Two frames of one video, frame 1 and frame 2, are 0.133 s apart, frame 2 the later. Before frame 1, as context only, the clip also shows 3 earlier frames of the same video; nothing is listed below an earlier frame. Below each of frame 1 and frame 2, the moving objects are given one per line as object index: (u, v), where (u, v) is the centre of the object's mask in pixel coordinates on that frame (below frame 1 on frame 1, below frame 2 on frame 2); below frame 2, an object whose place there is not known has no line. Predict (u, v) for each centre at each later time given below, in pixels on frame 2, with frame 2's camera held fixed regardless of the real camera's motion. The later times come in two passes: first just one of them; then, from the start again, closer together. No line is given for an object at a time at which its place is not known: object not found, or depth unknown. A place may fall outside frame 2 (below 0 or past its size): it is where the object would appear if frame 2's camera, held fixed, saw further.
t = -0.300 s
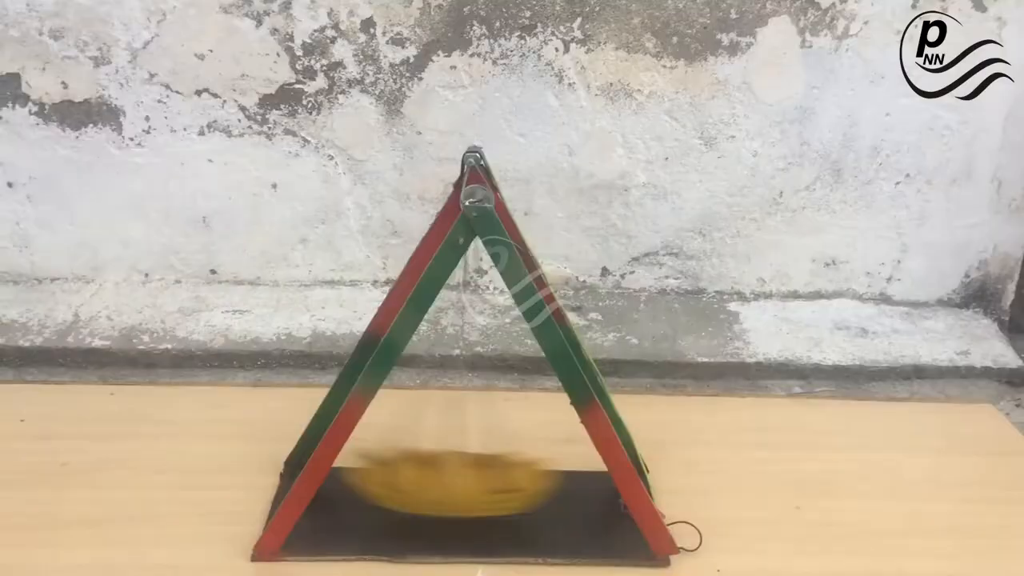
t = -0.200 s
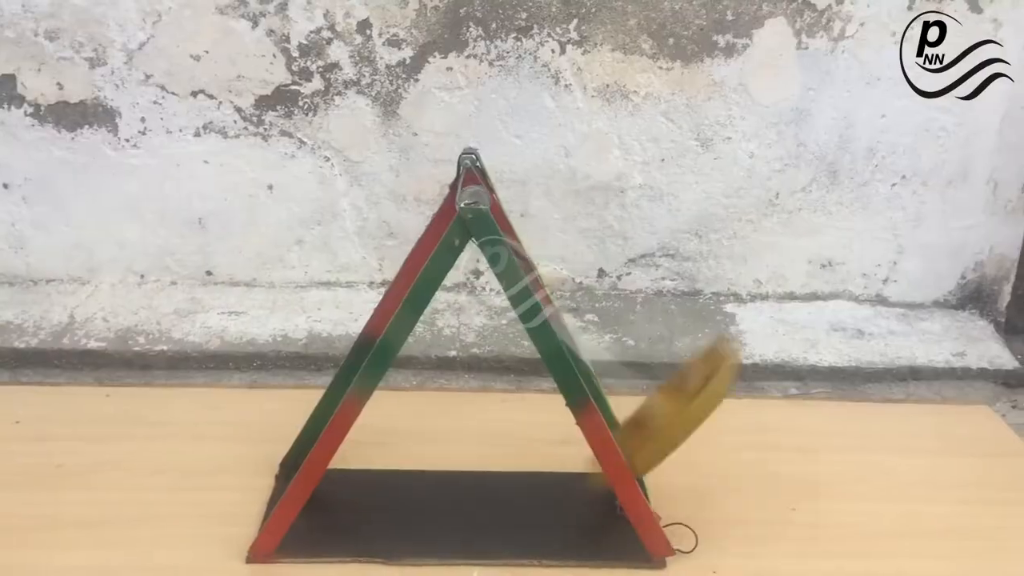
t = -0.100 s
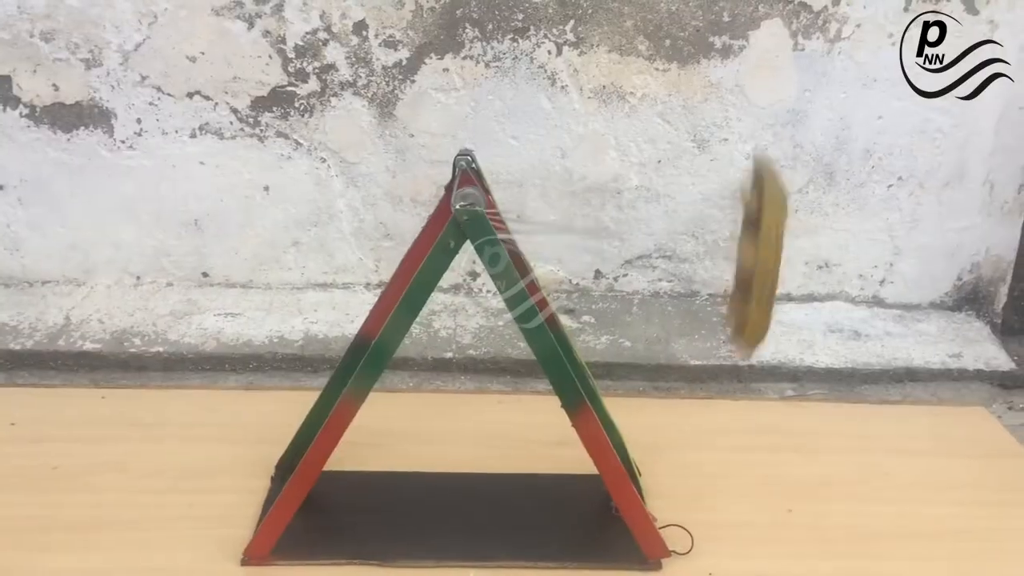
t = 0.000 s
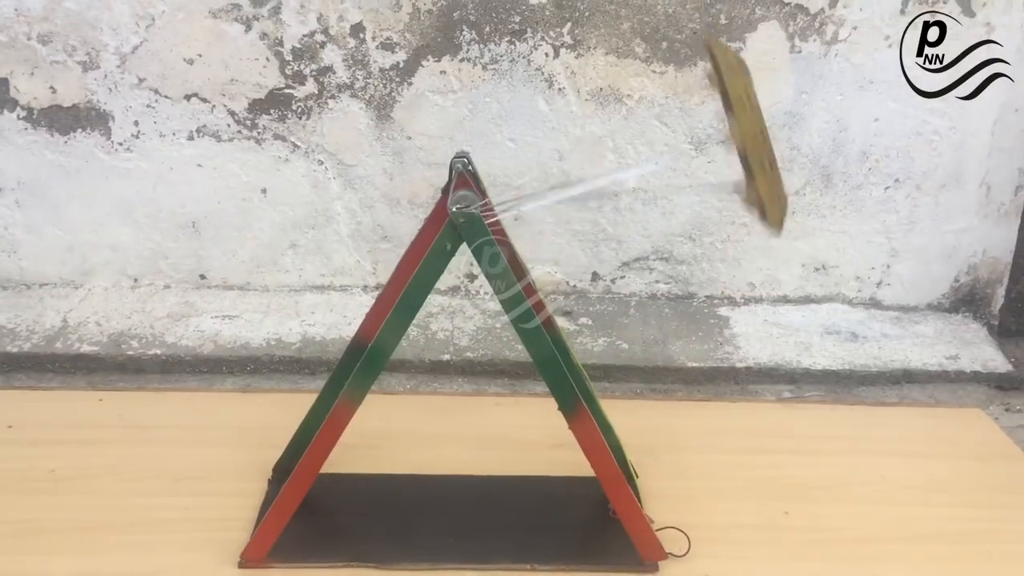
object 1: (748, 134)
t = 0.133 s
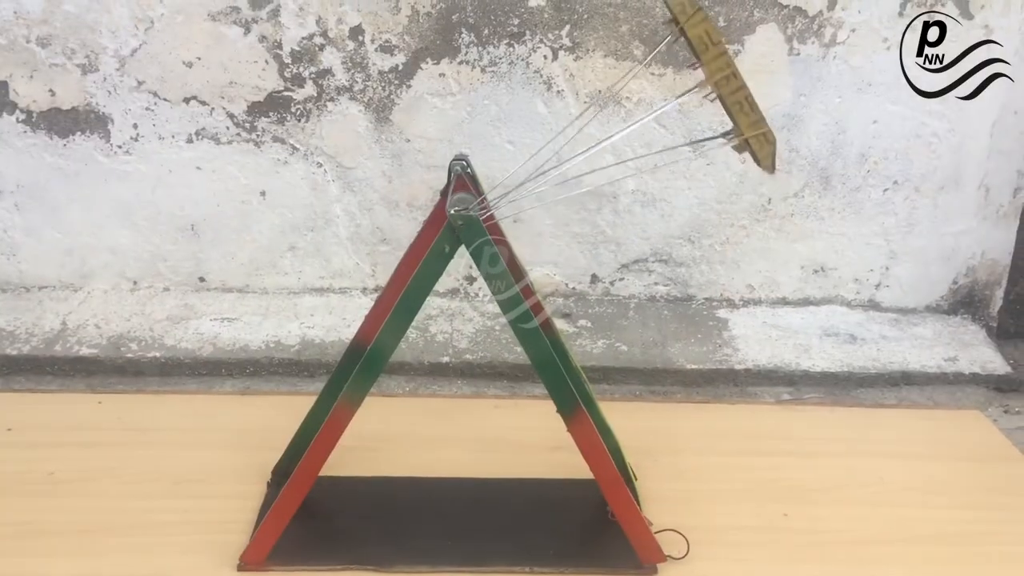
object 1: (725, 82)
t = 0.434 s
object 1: (684, 397)
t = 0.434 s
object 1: (684, 397)
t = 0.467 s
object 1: (621, 448)
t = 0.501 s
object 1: (517, 491)
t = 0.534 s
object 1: (456, 493)
